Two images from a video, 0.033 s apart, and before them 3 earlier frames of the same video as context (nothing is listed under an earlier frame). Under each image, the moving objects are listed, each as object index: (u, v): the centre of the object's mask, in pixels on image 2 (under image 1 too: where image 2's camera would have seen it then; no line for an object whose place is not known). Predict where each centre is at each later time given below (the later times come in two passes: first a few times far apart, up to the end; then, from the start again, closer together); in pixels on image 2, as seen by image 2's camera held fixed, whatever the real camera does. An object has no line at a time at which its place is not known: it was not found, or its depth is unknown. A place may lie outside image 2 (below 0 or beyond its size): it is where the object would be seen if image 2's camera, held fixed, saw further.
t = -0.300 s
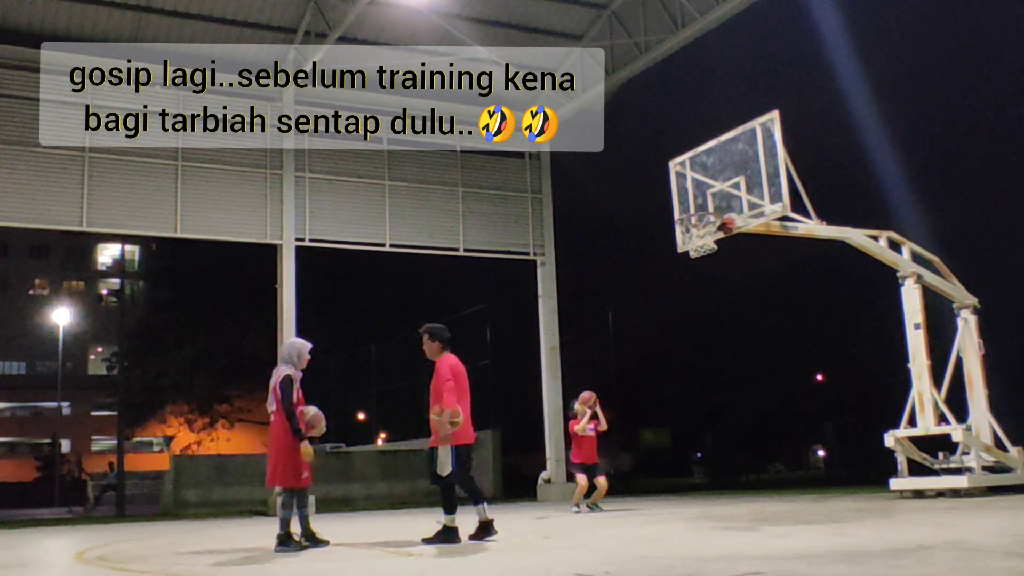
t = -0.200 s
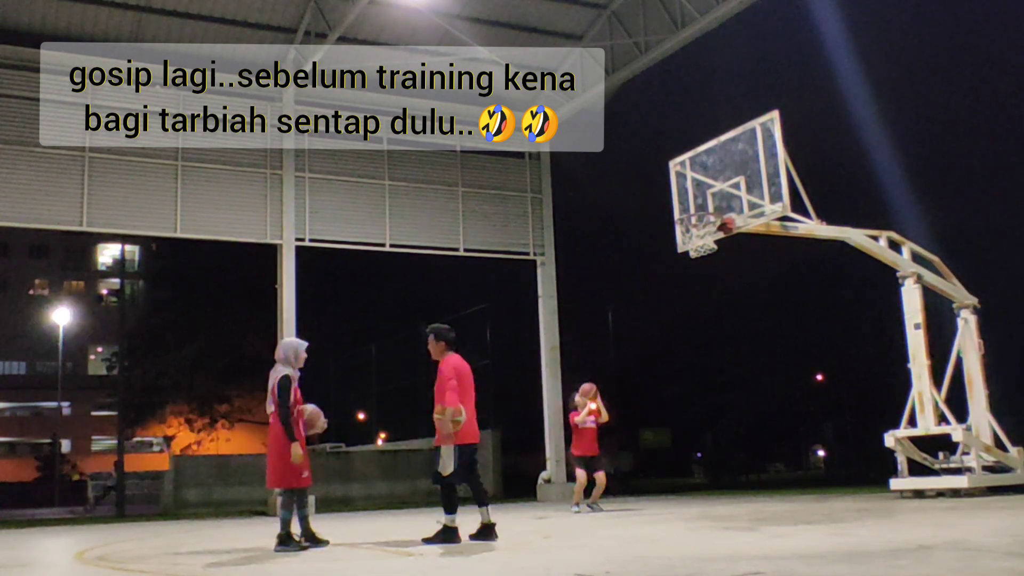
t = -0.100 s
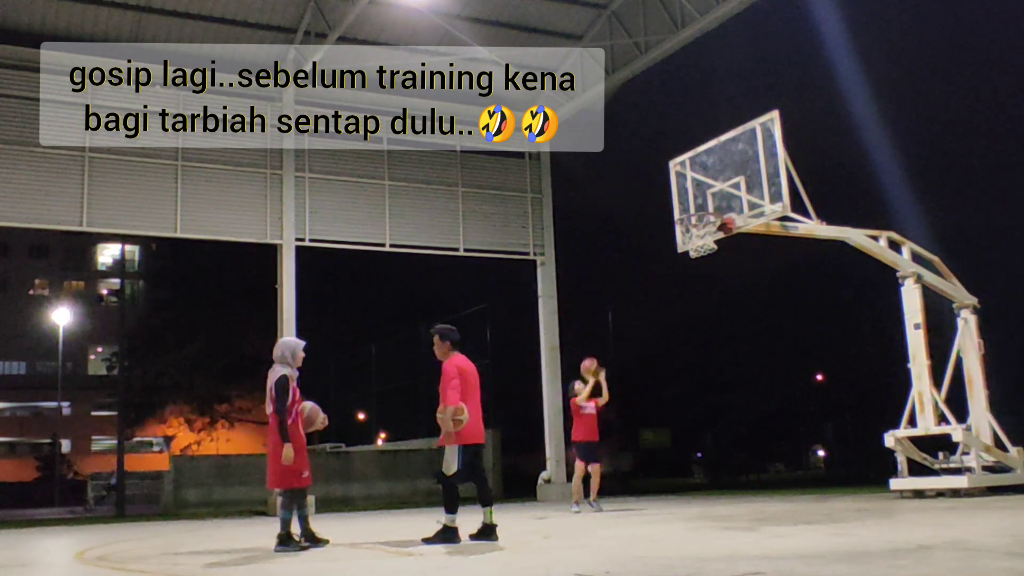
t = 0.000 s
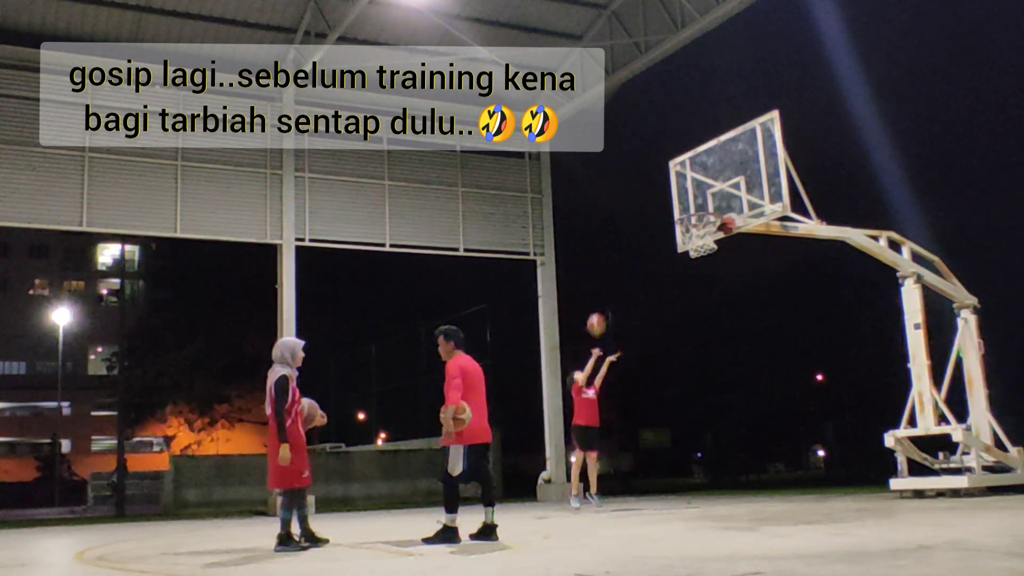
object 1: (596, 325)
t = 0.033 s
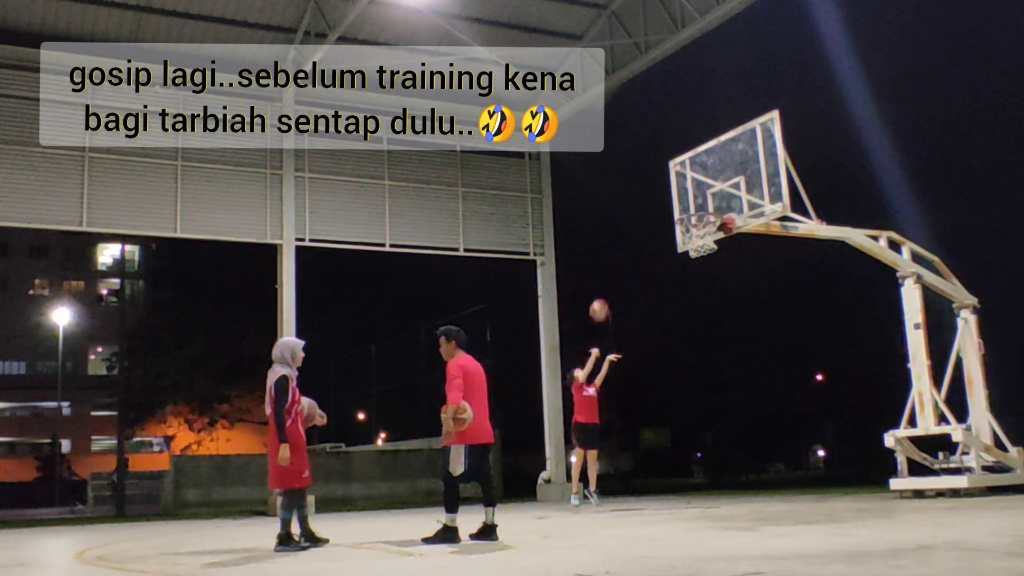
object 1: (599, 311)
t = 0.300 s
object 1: (622, 228)
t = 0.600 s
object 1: (654, 199)
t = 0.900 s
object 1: (693, 249)
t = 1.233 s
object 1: (753, 409)
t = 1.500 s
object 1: (778, 424)
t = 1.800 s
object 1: (777, 314)
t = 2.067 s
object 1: (783, 293)
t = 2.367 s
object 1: (796, 347)
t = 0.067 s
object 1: (602, 297)
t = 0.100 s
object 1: (604, 285)
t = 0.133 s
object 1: (607, 273)
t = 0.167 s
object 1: (610, 262)
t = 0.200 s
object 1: (613, 253)
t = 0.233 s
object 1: (616, 243)
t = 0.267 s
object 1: (619, 236)
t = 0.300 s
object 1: (622, 228)
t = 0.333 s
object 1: (625, 221)
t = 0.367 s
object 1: (629, 215)
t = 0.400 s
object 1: (632, 210)
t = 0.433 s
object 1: (636, 207)
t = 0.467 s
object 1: (639, 203)
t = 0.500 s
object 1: (643, 201)
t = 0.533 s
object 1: (646, 200)
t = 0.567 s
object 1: (650, 199)
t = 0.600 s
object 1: (654, 199)
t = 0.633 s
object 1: (658, 201)
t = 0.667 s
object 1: (662, 203)
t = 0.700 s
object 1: (666, 206)
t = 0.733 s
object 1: (671, 211)
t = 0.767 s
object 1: (675, 215)
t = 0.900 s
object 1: (693, 249)
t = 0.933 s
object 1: (700, 260)
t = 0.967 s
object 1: (705, 270)
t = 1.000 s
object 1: (711, 283)
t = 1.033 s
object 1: (717, 297)
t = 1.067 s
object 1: (722, 312)
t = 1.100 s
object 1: (728, 329)
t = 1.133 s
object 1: (734, 347)
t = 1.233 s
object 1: (753, 409)
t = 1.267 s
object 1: (760, 433)
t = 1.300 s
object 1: (767, 457)
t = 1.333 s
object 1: (773, 482)
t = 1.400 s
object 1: (779, 480)
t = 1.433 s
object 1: (779, 461)
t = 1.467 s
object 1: (778, 442)
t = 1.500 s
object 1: (778, 424)
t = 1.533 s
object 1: (777, 407)
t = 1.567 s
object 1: (777, 392)
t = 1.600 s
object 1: (776, 377)
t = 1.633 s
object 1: (777, 364)
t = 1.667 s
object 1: (777, 351)
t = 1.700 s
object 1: (777, 340)
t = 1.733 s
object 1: (777, 331)
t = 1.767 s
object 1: (777, 322)
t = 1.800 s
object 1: (777, 314)
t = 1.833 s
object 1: (777, 308)
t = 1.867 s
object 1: (778, 302)
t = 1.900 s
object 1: (778, 298)
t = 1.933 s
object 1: (779, 295)
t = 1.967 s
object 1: (780, 293)
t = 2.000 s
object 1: (781, 292)
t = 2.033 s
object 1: (782, 292)
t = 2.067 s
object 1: (783, 293)
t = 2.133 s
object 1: (784, 296)
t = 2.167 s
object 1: (785, 299)
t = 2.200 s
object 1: (787, 304)
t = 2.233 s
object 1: (788, 310)
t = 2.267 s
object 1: (790, 317)
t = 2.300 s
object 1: (792, 326)
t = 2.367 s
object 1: (796, 347)
